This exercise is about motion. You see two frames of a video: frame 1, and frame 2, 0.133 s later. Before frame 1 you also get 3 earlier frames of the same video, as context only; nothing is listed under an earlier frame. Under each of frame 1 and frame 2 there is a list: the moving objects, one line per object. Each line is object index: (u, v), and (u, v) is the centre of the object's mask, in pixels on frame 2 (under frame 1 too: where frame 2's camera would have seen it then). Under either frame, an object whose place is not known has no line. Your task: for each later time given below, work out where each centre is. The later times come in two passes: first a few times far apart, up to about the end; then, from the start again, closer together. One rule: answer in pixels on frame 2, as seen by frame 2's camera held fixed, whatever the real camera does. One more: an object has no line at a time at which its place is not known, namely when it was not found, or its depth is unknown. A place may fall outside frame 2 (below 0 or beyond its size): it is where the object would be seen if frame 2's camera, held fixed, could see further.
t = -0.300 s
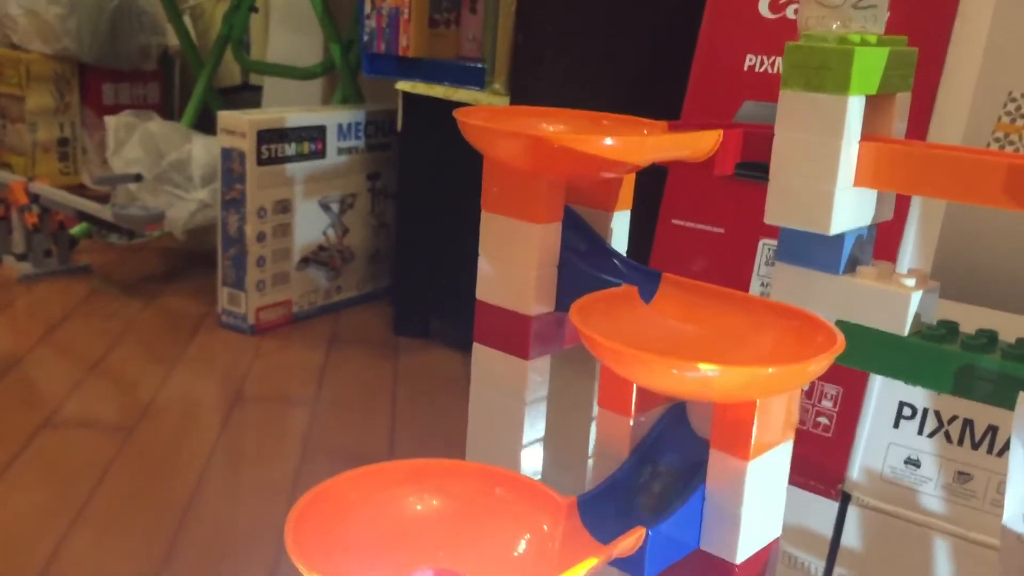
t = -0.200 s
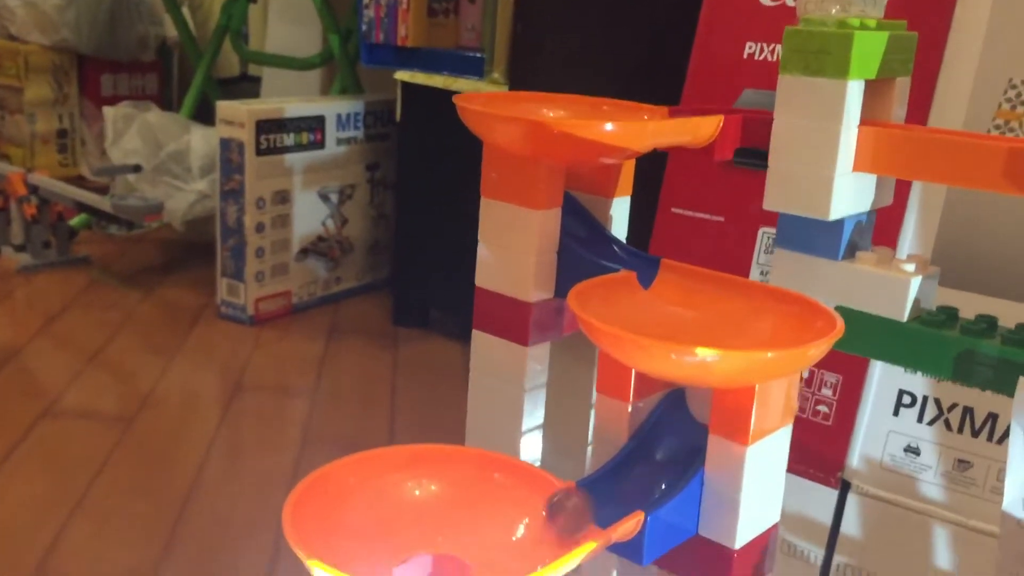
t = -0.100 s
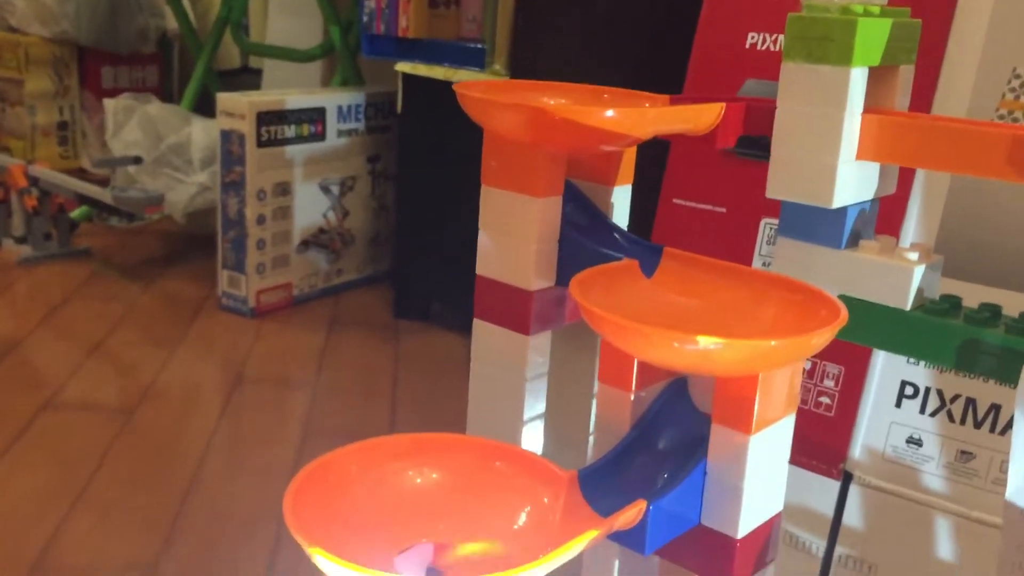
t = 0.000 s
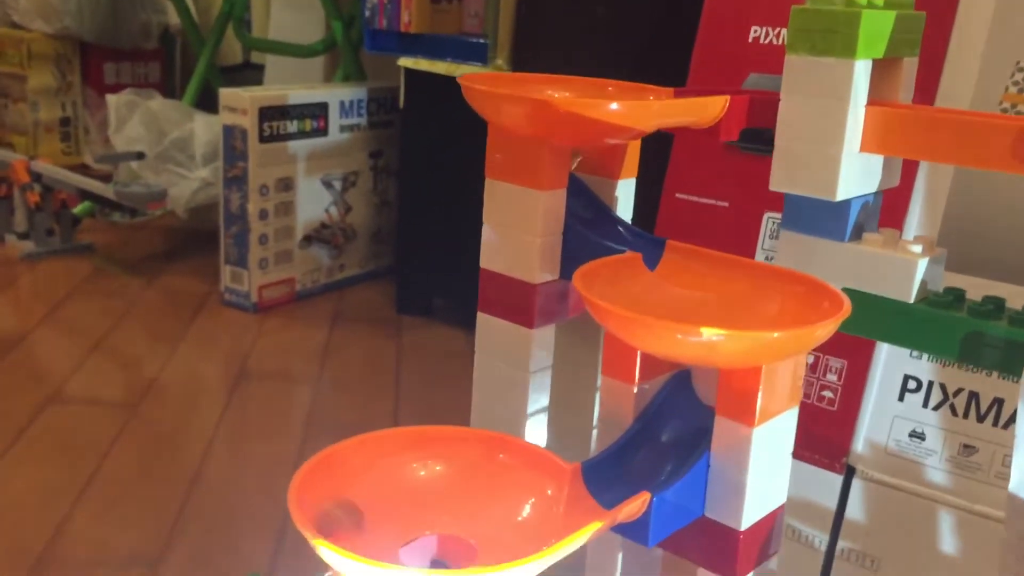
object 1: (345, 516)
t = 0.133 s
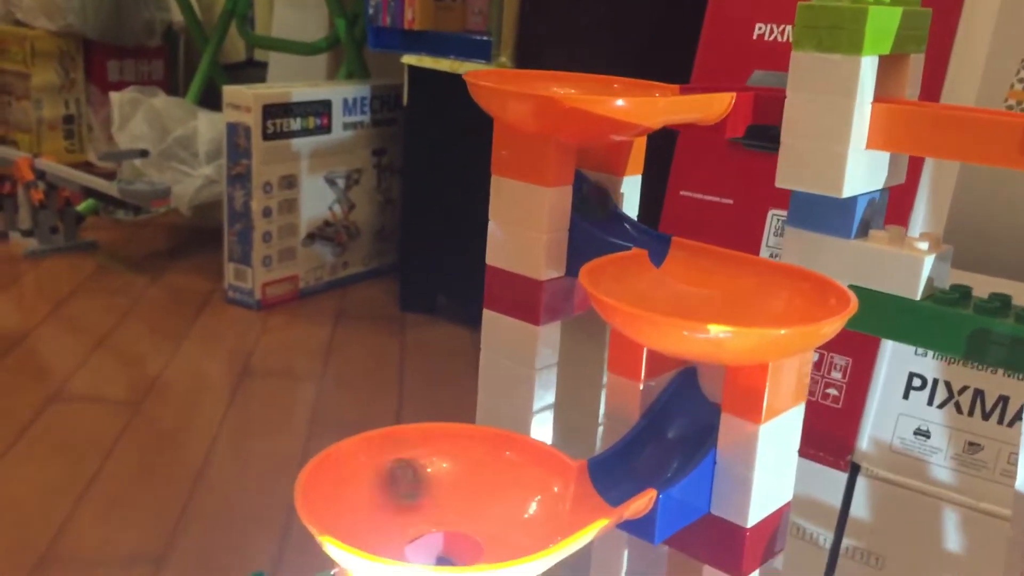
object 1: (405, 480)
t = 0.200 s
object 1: (491, 474)
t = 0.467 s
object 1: (382, 537)
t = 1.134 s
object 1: (399, 475)
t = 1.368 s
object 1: (505, 544)
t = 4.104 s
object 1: (497, 539)
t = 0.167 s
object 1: (449, 475)
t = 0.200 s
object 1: (491, 474)
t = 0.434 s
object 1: (431, 552)
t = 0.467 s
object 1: (382, 537)
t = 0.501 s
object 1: (357, 522)
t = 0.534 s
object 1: (342, 508)
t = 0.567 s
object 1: (349, 488)
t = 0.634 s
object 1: (402, 473)
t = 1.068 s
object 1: (355, 493)
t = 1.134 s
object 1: (399, 475)
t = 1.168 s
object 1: (438, 474)
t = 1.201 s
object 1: (471, 479)
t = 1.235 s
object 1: (502, 489)
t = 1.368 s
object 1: (505, 544)
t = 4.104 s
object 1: (497, 539)
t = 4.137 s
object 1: (475, 549)
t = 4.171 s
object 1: (457, 551)
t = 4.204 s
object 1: (435, 550)
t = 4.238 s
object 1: (408, 546)
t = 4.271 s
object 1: (390, 540)
